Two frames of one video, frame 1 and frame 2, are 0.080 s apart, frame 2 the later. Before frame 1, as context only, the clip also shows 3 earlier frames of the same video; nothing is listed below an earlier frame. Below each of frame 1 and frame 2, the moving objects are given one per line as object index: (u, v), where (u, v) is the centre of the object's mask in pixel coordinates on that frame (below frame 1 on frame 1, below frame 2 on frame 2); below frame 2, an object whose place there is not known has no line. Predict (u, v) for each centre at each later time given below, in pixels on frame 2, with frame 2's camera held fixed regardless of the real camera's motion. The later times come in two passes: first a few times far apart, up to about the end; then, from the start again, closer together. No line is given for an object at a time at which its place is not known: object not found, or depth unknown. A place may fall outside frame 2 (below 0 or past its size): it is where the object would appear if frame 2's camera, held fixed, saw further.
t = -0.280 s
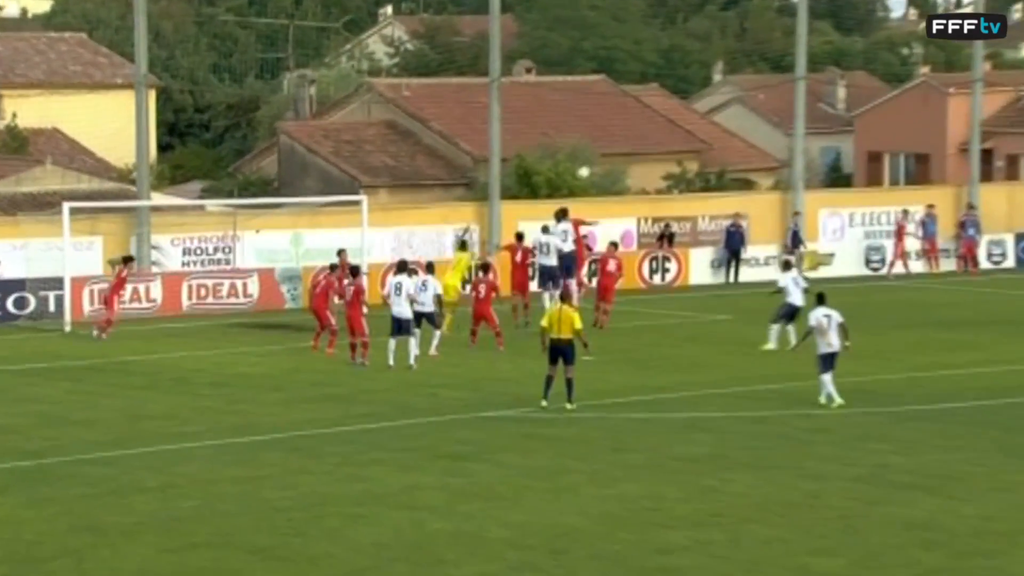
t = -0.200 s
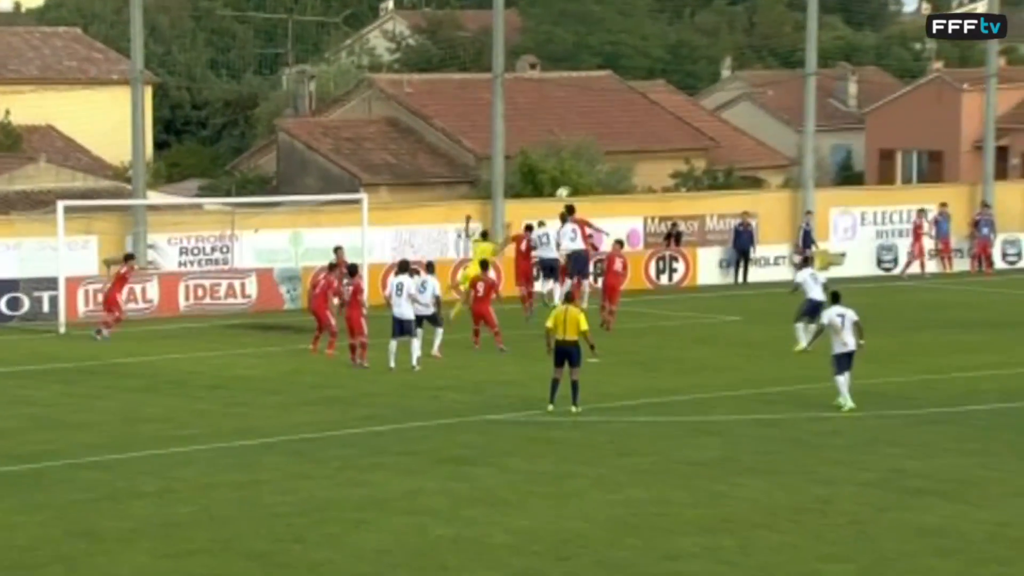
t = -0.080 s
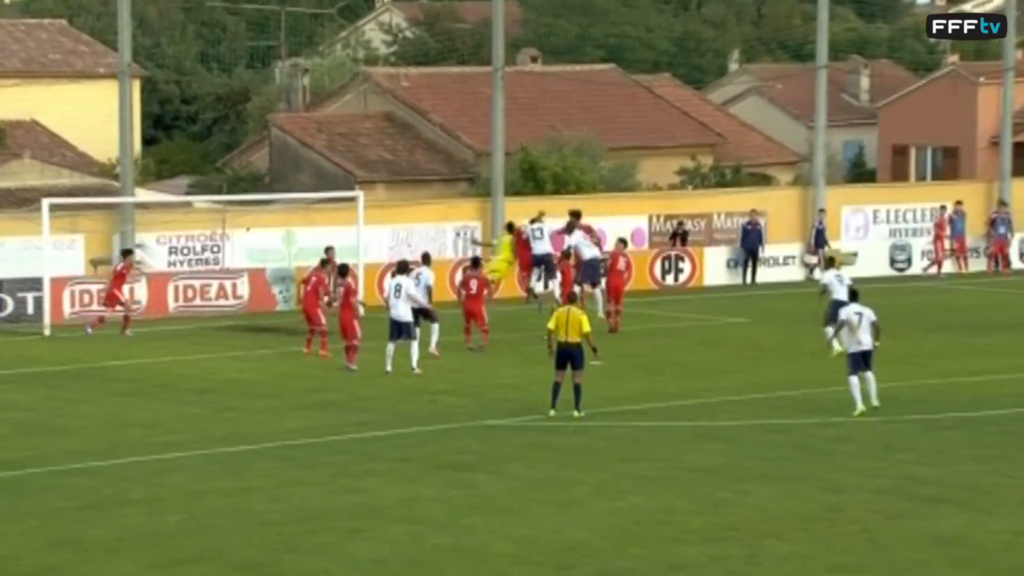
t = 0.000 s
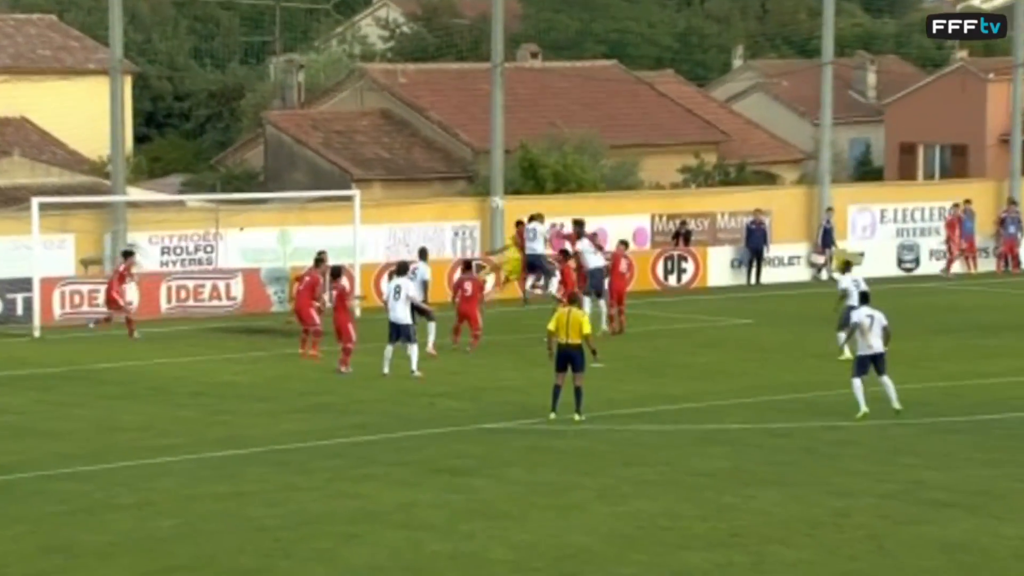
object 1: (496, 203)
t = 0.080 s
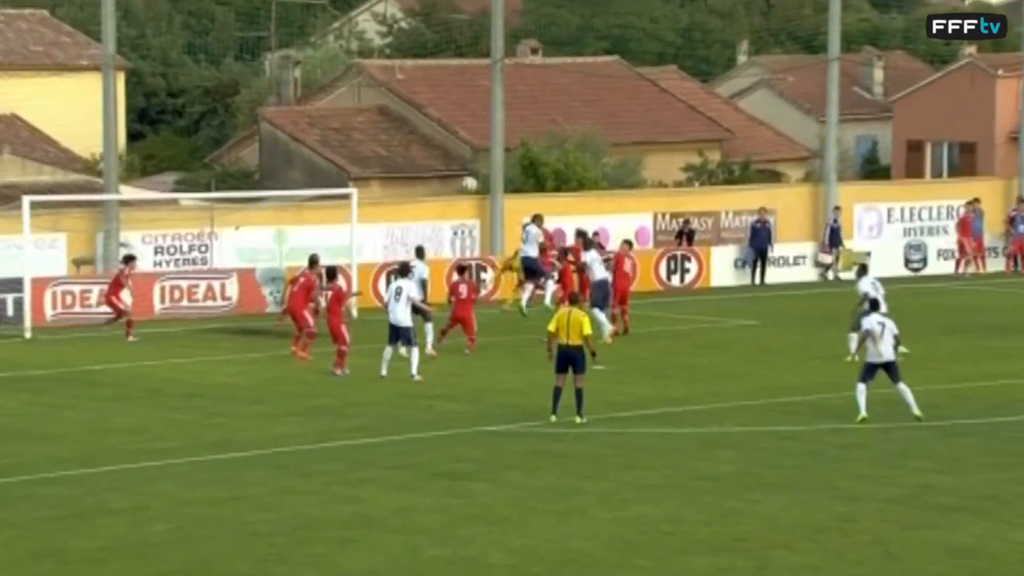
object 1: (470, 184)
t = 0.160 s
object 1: (444, 166)
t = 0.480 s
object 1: (340, 142)
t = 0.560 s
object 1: (315, 147)
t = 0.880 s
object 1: (213, 196)
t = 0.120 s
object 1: (457, 175)
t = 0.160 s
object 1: (444, 166)
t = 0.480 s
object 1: (340, 142)
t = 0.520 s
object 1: (327, 144)
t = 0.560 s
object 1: (315, 147)
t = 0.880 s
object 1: (213, 196)
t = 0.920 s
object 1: (198, 203)
